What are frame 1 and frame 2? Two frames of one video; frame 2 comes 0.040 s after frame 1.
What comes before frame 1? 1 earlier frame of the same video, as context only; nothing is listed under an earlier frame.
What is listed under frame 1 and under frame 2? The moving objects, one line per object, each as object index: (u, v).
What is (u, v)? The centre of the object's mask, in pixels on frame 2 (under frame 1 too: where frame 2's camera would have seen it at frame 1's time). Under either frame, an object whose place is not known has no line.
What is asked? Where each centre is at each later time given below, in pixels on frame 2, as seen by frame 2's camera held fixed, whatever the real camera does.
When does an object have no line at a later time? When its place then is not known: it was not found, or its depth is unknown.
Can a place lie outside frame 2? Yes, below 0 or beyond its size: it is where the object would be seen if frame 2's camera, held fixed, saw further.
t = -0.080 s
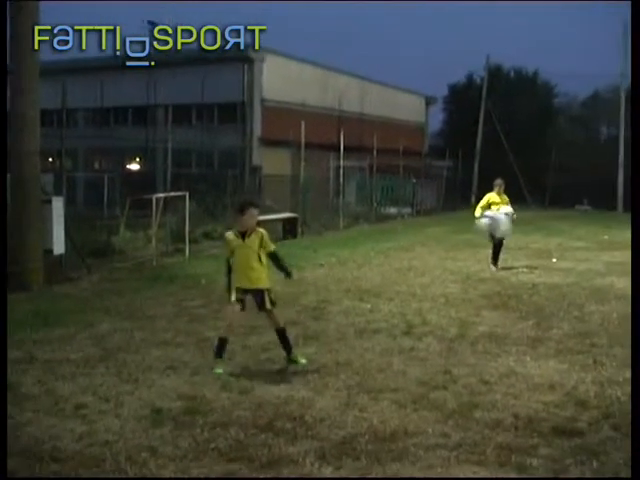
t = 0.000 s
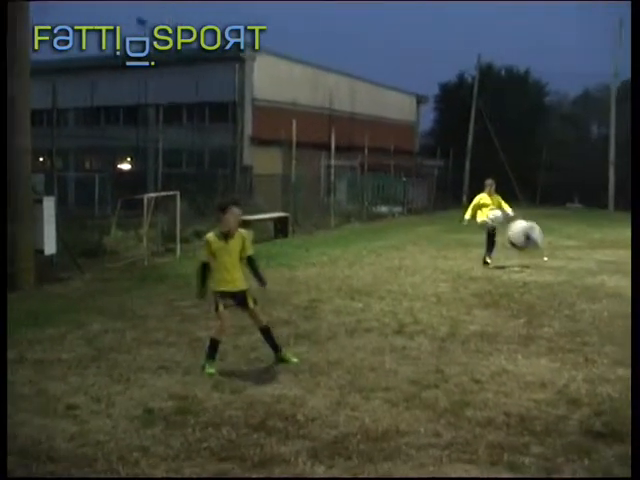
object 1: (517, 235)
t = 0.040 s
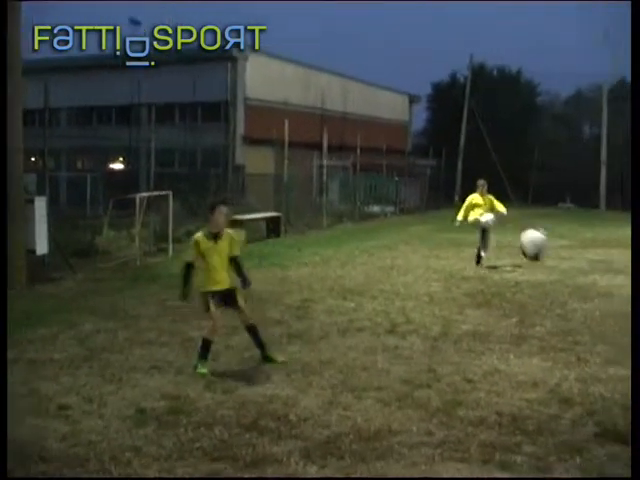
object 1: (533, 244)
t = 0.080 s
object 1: (557, 256)
